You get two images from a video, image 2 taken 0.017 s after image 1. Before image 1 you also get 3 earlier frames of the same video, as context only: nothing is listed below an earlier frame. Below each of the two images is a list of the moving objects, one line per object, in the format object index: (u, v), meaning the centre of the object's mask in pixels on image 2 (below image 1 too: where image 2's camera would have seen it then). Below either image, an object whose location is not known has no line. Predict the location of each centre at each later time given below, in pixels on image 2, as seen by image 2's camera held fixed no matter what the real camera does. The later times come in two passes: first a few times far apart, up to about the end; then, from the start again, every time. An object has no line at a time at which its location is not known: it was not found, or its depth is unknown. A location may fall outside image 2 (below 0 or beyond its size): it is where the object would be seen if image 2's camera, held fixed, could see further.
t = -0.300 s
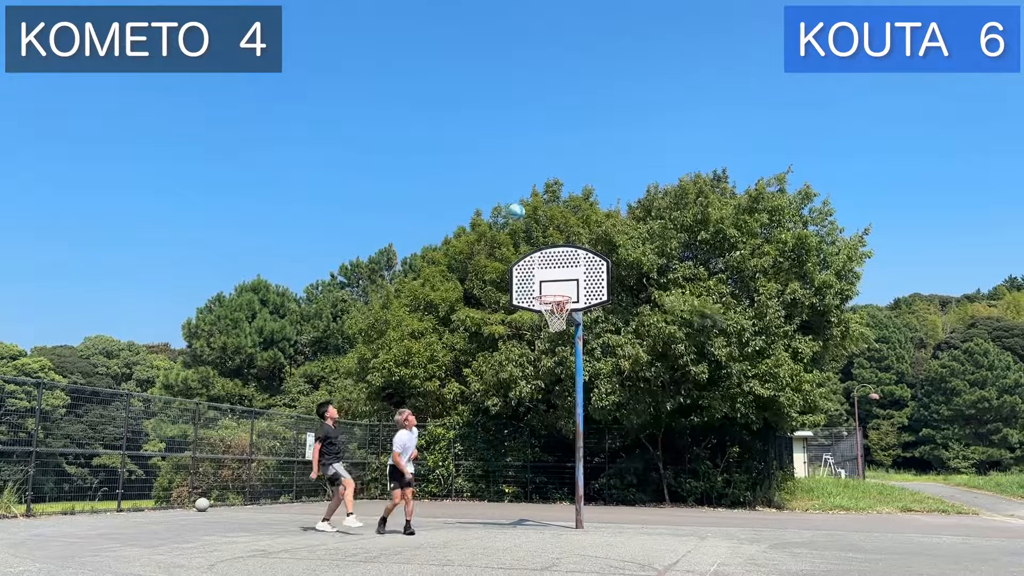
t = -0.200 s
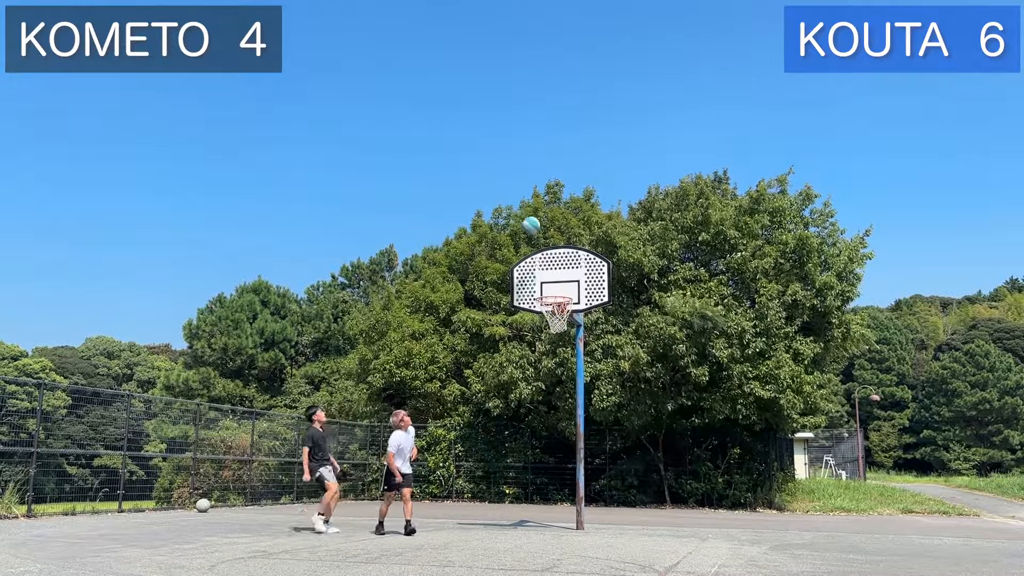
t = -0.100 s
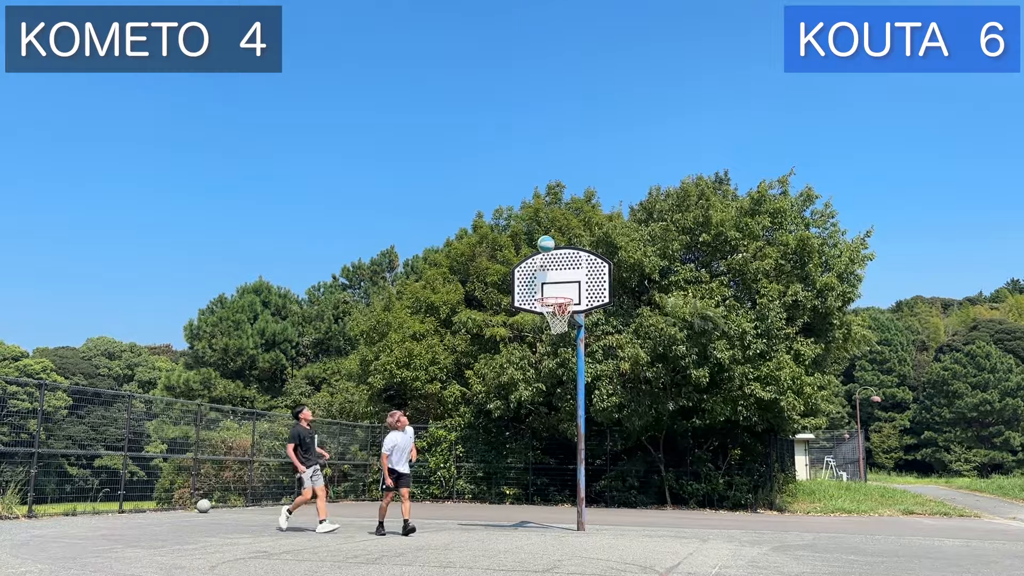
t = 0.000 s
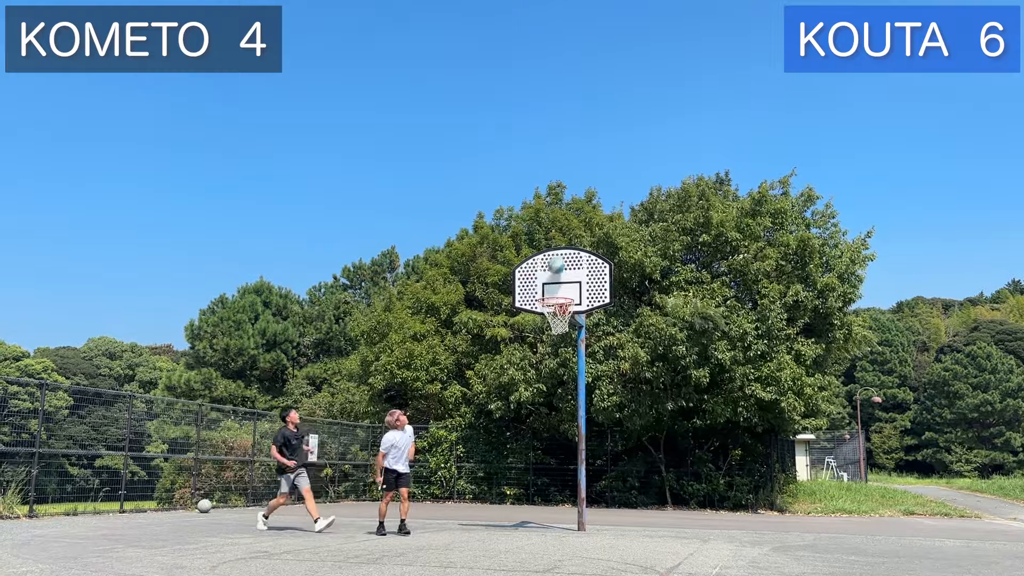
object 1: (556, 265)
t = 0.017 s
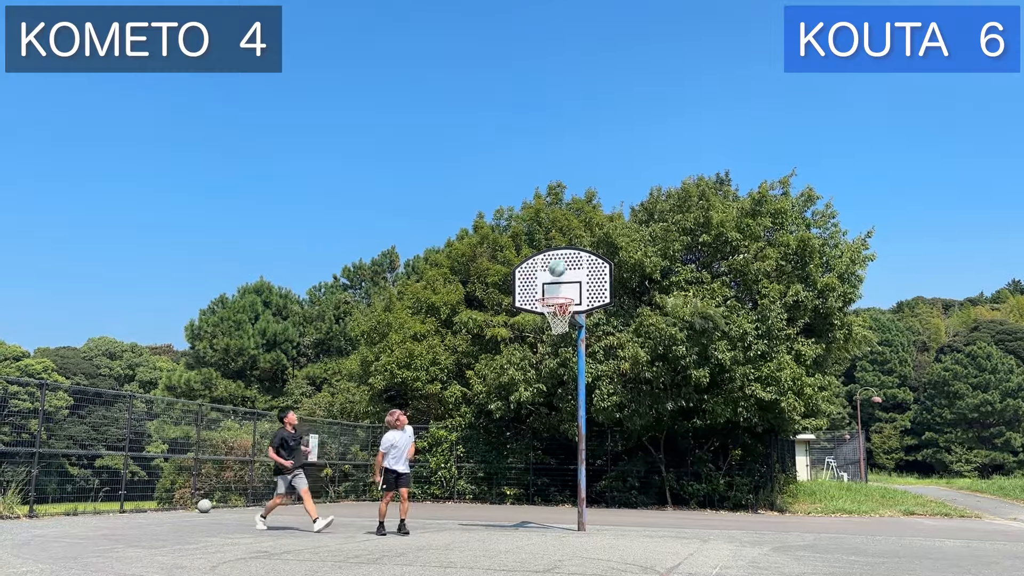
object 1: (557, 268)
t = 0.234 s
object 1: (554, 316)
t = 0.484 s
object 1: (531, 379)
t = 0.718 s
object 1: (513, 480)
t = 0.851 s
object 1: (503, 506)
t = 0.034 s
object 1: (557, 271)
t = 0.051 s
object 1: (558, 275)
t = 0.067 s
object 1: (558, 279)
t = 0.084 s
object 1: (559, 282)
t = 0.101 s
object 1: (560, 286)
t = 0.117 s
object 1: (560, 289)
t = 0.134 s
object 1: (561, 292)
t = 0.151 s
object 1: (561, 295)
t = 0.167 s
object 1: (559, 303)
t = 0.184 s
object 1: (558, 307)
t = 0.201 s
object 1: (556, 310)
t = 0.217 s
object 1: (554, 311)
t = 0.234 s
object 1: (554, 316)
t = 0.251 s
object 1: (550, 317)
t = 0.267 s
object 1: (549, 323)
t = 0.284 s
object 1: (547, 327)
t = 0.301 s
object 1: (546, 331)
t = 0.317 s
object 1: (545, 333)
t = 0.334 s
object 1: (544, 336)
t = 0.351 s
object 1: (543, 340)
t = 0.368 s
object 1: (541, 345)
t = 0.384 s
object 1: (539, 350)
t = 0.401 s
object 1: (538, 354)
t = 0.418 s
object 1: (537, 359)
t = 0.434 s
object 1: (536, 364)
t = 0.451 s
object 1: (535, 369)
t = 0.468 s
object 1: (533, 374)
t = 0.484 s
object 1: (531, 379)
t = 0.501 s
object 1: (530, 385)
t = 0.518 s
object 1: (529, 391)
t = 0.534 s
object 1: (528, 398)
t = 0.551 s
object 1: (526, 404)
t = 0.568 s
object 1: (525, 411)
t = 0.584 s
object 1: (524, 418)
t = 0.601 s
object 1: (522, 425)
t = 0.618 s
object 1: (521, 432)
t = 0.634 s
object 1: (520, 439)
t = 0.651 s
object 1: (518, 447)
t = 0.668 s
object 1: (517, 455)
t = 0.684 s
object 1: (515, 463)
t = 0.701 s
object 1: (514, 471)
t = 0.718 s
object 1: (513, 480)
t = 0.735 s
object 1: (511, 489)
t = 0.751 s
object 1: (510, 497)
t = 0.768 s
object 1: (509, 506)
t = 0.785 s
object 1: (508, 516)
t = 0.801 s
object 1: (506, 526)
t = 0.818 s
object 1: (505, 522)
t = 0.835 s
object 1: (504, 514)
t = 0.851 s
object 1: (503, 506)
